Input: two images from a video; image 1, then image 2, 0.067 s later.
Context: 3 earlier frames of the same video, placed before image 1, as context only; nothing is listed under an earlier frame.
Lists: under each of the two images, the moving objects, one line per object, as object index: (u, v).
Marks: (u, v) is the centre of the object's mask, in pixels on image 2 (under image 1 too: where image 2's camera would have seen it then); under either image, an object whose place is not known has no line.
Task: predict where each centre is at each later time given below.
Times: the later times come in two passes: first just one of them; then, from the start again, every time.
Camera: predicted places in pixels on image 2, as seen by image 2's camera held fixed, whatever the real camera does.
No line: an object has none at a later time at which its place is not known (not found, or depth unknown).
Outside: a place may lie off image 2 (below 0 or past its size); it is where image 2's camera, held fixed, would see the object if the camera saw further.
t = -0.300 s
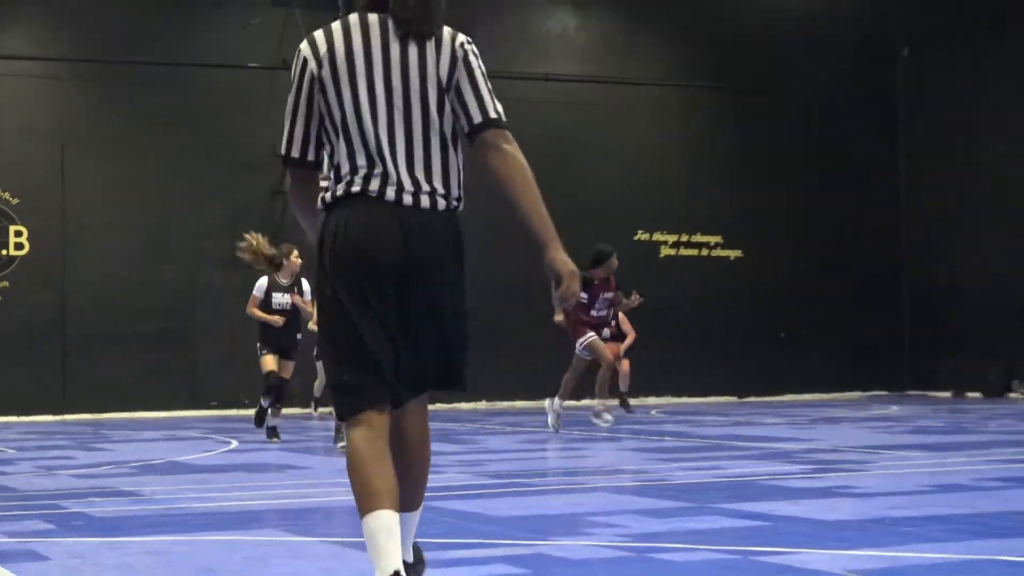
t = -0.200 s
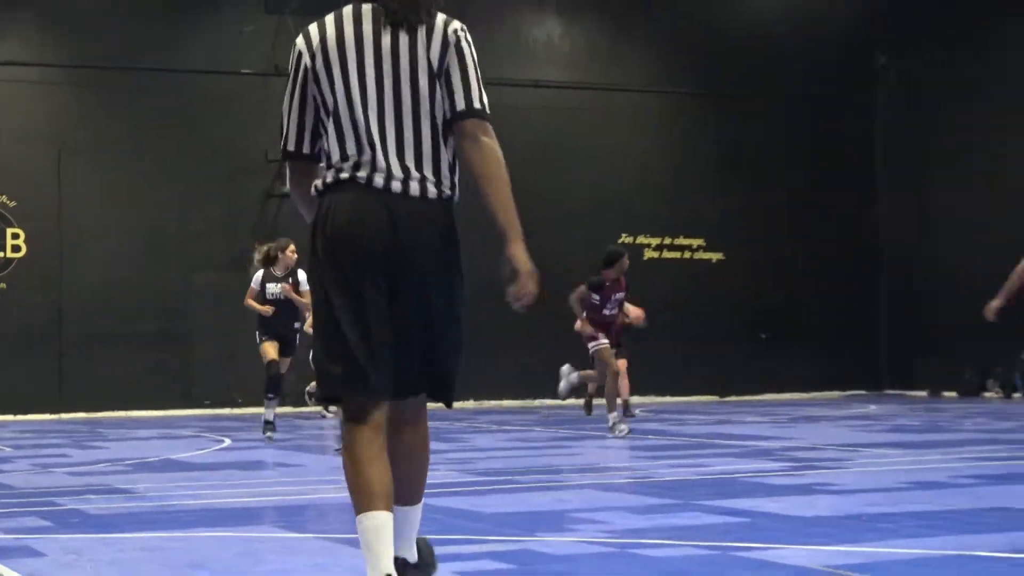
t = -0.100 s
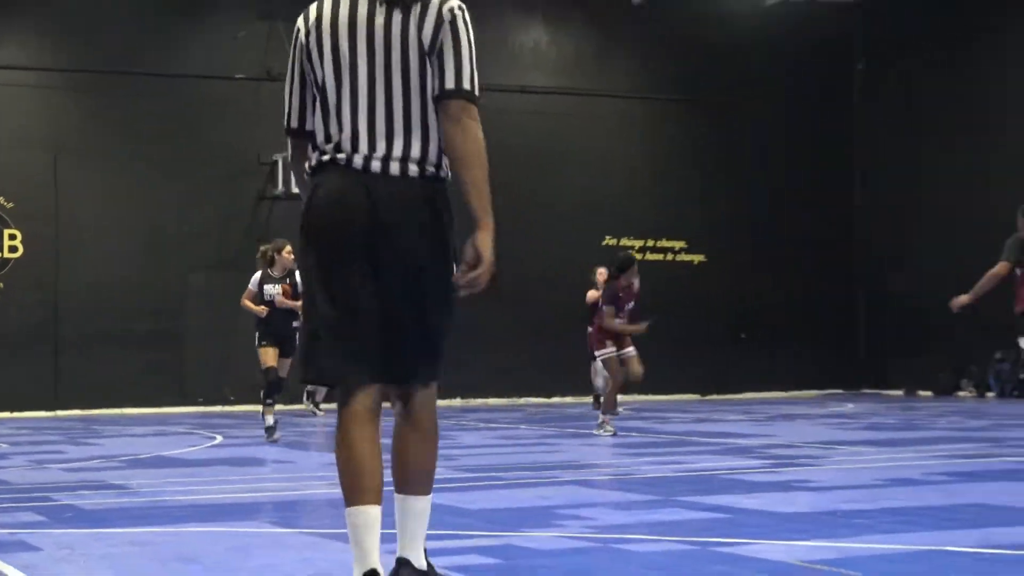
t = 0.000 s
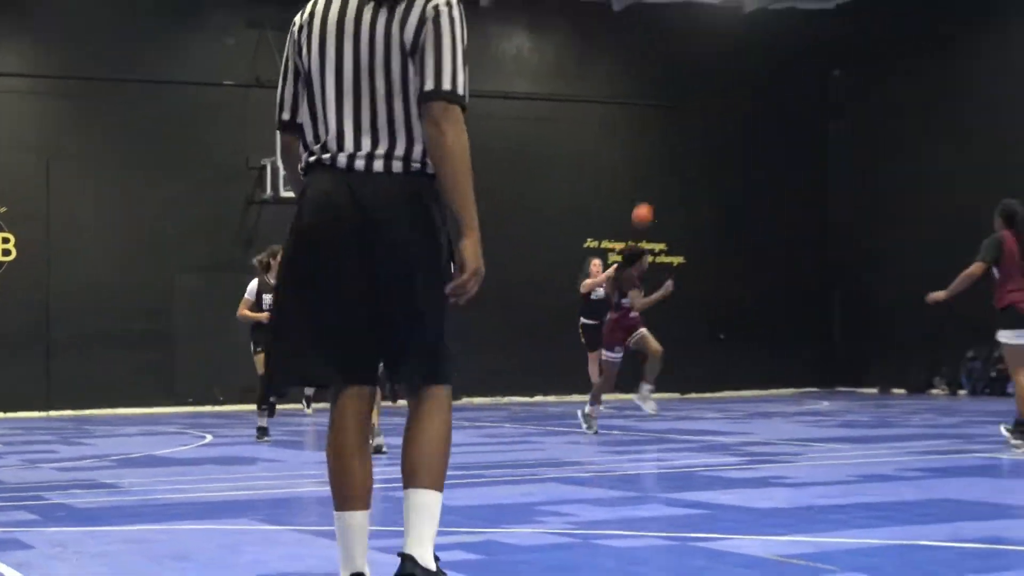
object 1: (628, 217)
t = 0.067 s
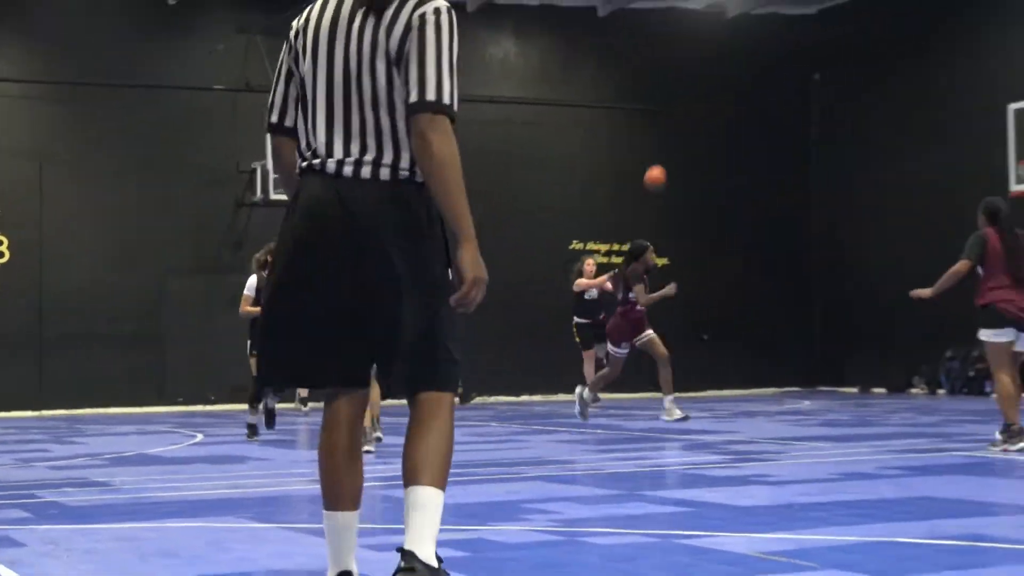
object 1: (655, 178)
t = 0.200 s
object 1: (716, 105)
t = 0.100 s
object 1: (670, 160)
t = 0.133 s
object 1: (685, 140)
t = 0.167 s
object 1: (700, 123)
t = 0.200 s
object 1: (716, 105)
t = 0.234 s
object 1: (732, 89)
